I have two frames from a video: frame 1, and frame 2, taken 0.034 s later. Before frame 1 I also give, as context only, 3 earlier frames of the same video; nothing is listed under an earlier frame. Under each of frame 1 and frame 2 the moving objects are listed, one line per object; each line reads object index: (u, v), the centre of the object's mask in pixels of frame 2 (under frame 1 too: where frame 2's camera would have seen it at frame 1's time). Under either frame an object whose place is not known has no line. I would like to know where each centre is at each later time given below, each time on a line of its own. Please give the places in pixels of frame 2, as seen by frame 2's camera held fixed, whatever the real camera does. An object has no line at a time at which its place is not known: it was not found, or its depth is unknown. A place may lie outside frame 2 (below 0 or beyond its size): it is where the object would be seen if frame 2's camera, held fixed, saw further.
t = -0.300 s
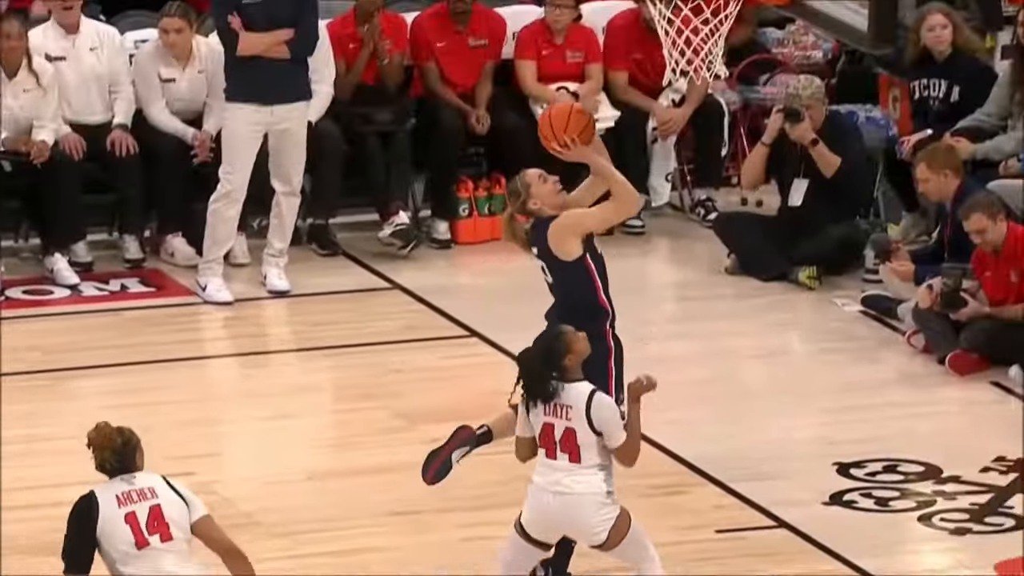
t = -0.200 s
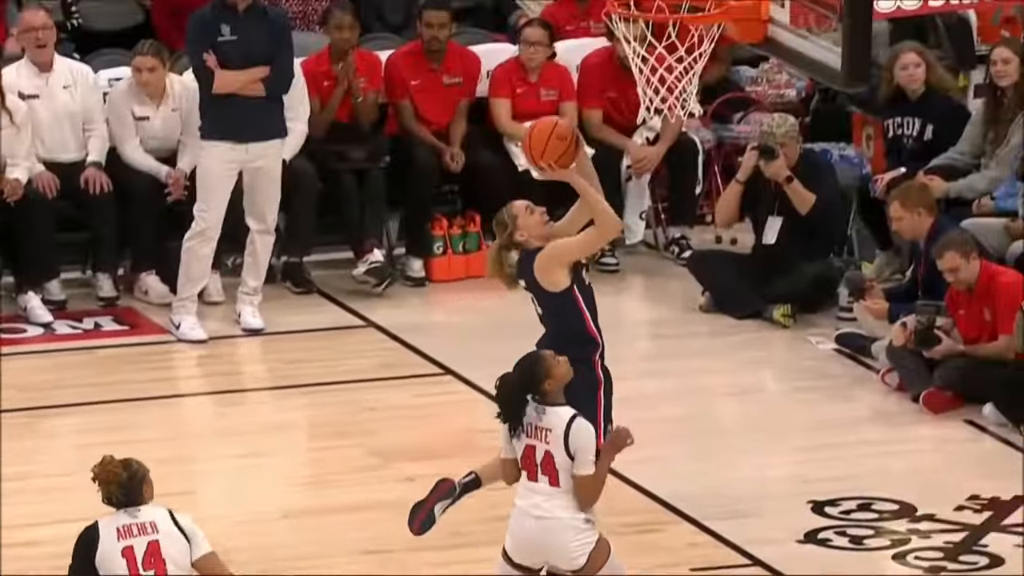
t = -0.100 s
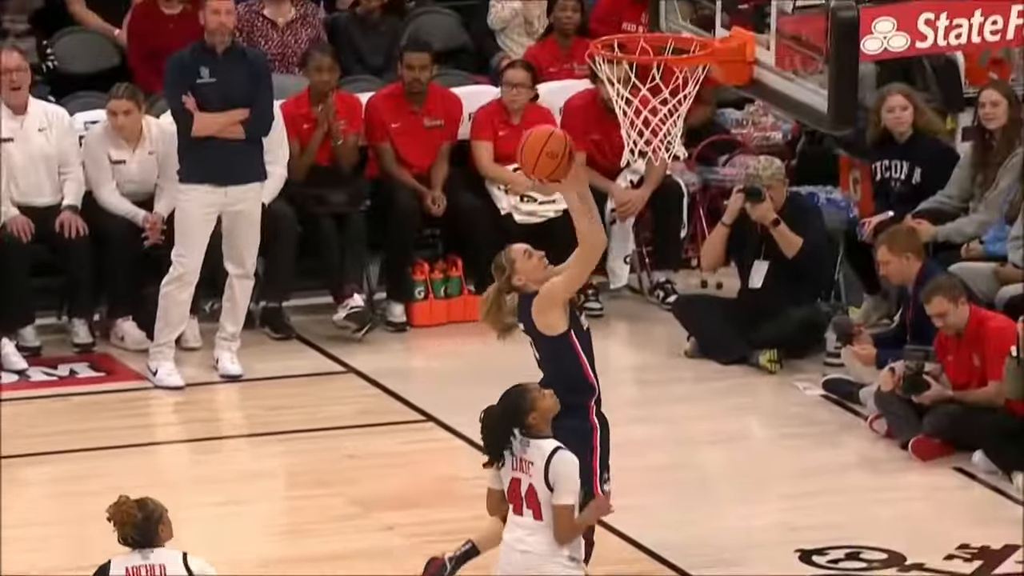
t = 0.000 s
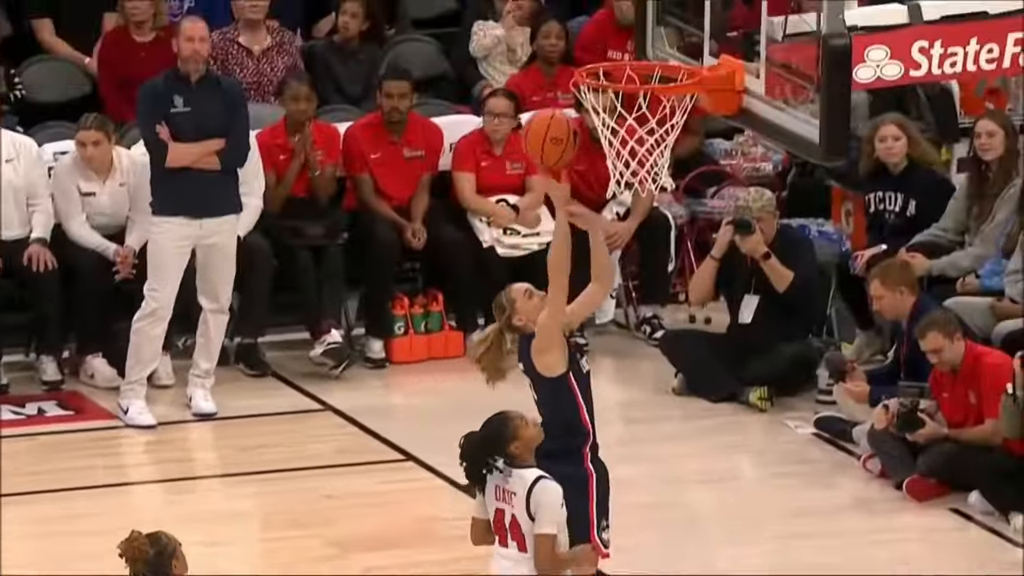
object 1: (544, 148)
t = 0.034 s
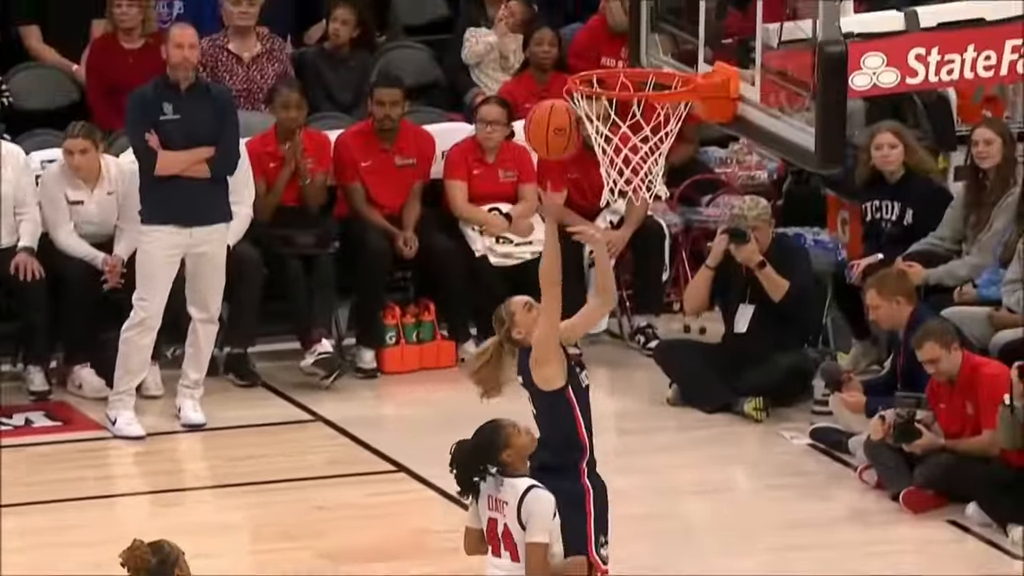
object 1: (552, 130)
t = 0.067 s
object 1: (558, 116)
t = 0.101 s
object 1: (561, 103)
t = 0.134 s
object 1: (571, 80)
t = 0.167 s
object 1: (589, 61)
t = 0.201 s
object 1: (601, 54)
